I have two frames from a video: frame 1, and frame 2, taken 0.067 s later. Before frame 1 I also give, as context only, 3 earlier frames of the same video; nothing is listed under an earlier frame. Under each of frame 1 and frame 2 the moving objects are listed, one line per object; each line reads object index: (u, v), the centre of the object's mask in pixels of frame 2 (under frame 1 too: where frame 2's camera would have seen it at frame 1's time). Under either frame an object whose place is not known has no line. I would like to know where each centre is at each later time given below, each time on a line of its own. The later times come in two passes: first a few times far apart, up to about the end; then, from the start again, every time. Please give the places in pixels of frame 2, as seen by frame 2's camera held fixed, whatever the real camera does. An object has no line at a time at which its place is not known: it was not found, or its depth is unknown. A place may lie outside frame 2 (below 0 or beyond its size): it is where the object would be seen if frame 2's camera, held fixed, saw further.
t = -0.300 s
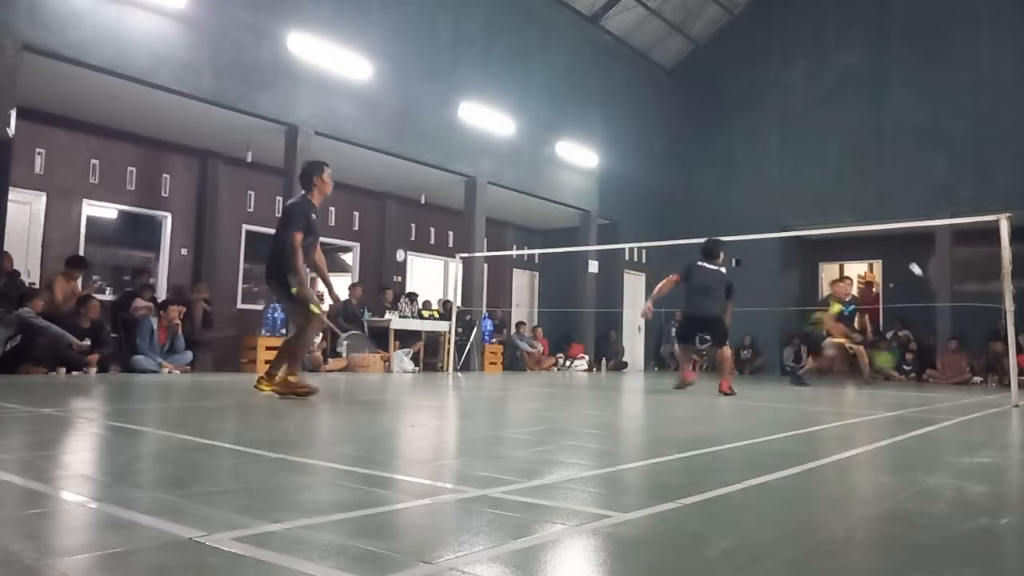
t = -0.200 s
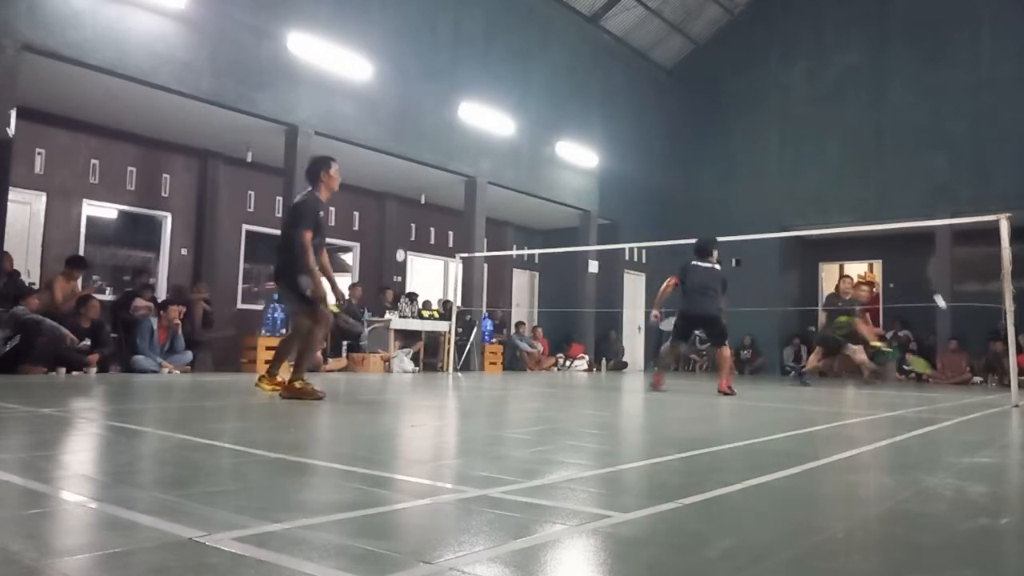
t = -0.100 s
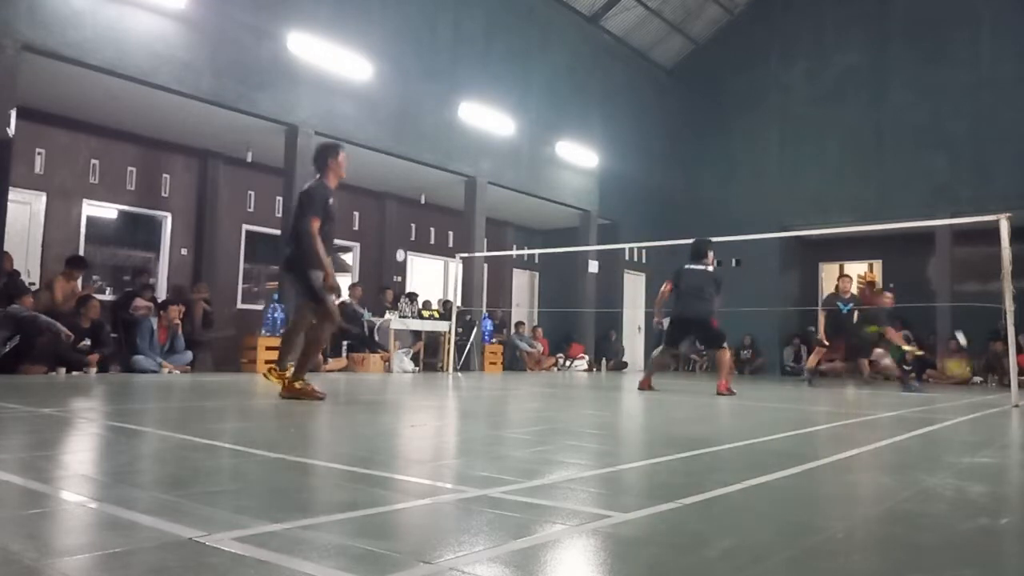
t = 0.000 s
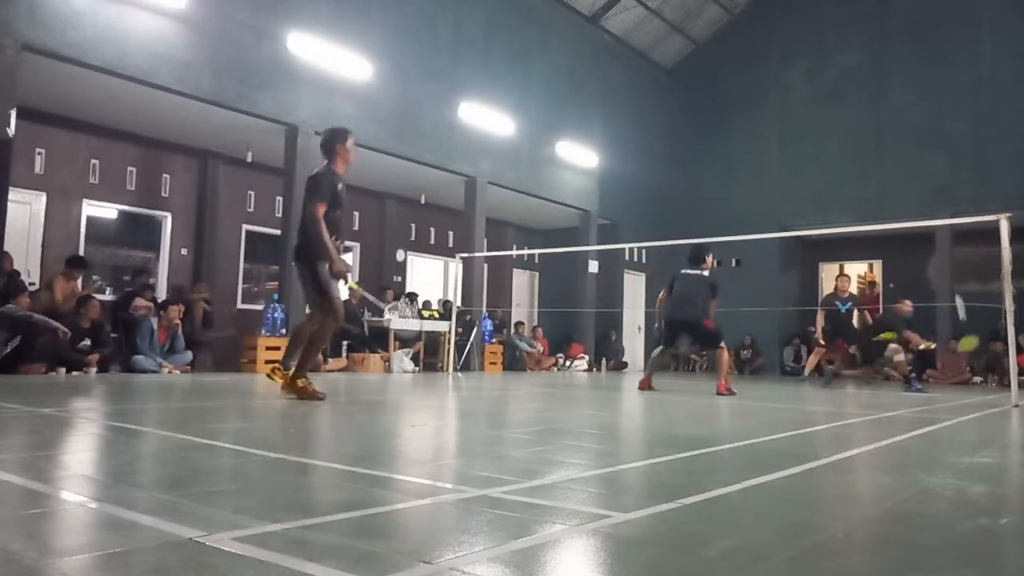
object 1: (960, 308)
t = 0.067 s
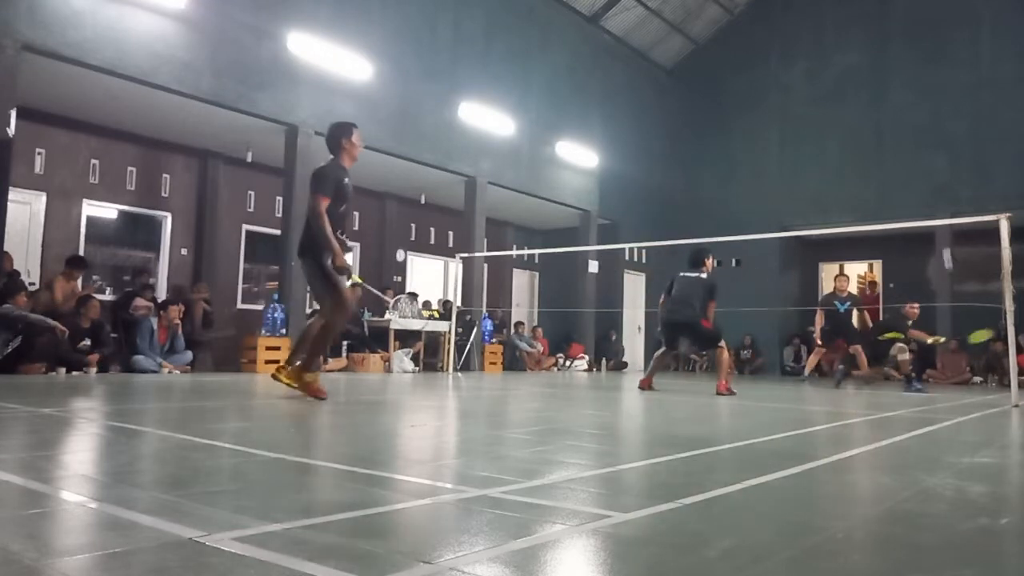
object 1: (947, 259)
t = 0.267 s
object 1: (926, 162)
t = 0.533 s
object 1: (895, 103)
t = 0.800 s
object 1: (861, 138)
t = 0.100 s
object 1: (945, 239)
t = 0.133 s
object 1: (943, 221)
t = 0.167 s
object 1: (938, 205)
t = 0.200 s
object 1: (934, 189)
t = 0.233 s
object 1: (930, 175)
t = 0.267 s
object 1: (926, 162)
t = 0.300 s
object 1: (922, 150)
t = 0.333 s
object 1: (919, 140)
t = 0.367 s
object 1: (915, 131)
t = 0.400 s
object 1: (911, 122)
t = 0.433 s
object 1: (907, 116)
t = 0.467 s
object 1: (903, 110)
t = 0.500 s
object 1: (899, 106)
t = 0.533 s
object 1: (895, 103)
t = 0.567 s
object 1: (891, 102)
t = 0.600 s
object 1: (887, 102)
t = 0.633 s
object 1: (883, 103)
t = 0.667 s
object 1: (879, 106)
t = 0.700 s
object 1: (875, 112)
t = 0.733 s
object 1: (870, 118)
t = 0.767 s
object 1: (866, 127)
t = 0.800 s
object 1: (861, 138)
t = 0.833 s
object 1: (857, 150)
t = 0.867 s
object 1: (852, 164)
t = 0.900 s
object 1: (848, 180)
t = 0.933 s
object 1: (843, 198)
